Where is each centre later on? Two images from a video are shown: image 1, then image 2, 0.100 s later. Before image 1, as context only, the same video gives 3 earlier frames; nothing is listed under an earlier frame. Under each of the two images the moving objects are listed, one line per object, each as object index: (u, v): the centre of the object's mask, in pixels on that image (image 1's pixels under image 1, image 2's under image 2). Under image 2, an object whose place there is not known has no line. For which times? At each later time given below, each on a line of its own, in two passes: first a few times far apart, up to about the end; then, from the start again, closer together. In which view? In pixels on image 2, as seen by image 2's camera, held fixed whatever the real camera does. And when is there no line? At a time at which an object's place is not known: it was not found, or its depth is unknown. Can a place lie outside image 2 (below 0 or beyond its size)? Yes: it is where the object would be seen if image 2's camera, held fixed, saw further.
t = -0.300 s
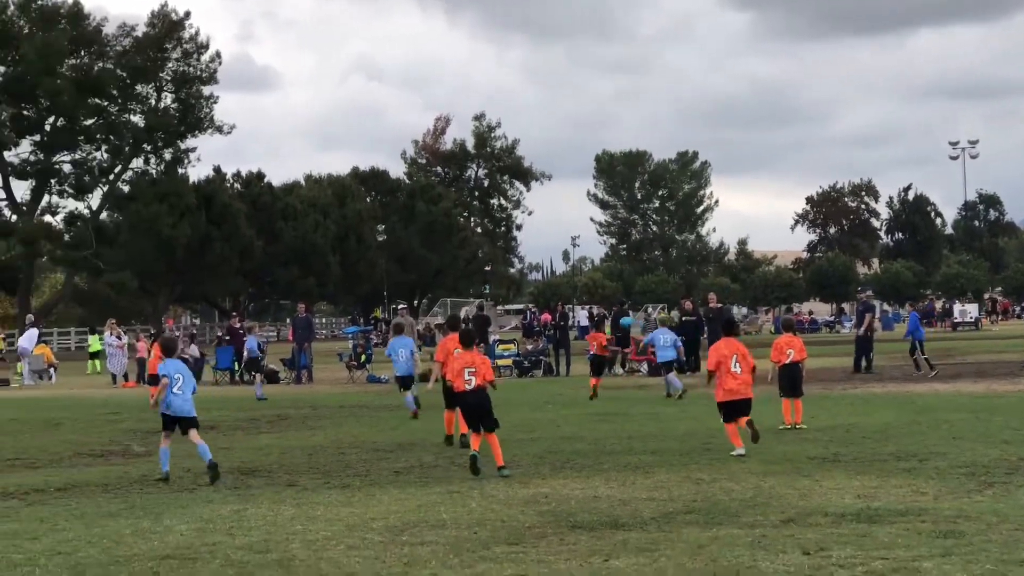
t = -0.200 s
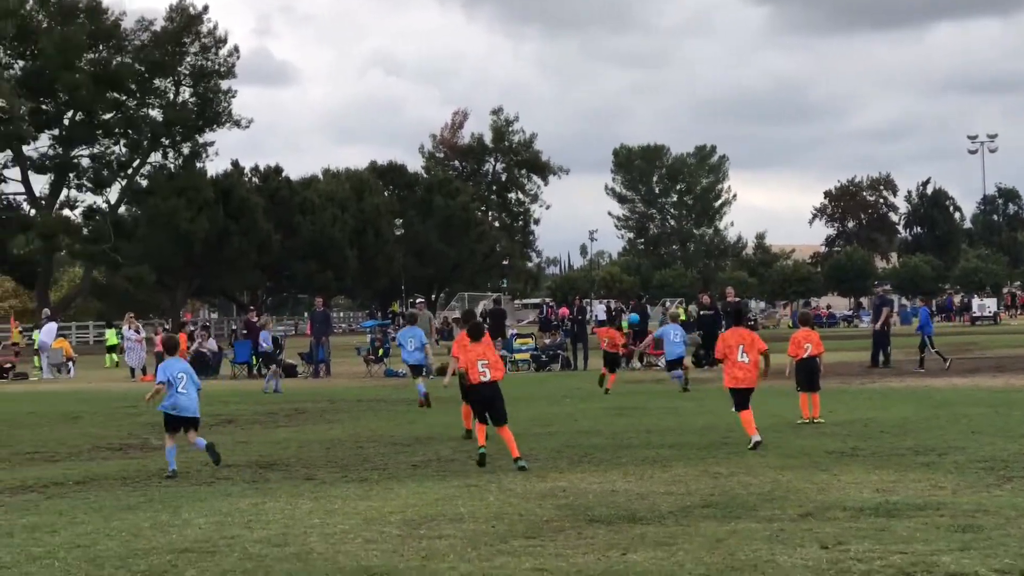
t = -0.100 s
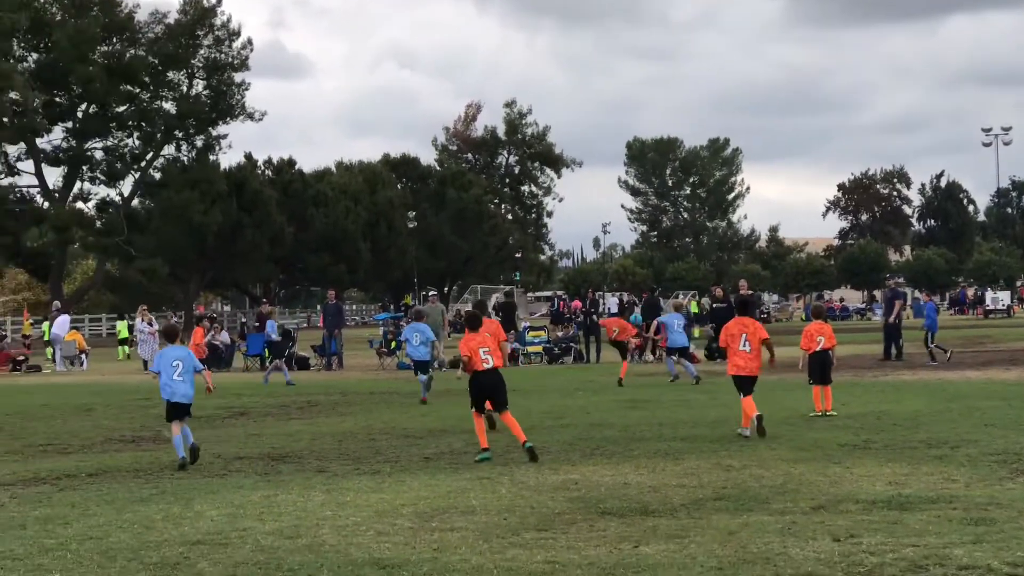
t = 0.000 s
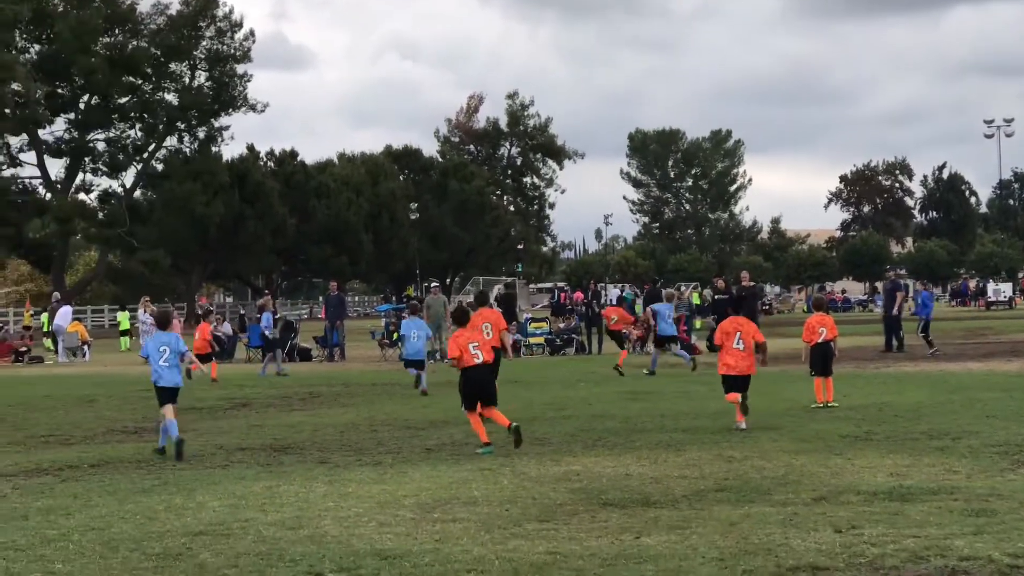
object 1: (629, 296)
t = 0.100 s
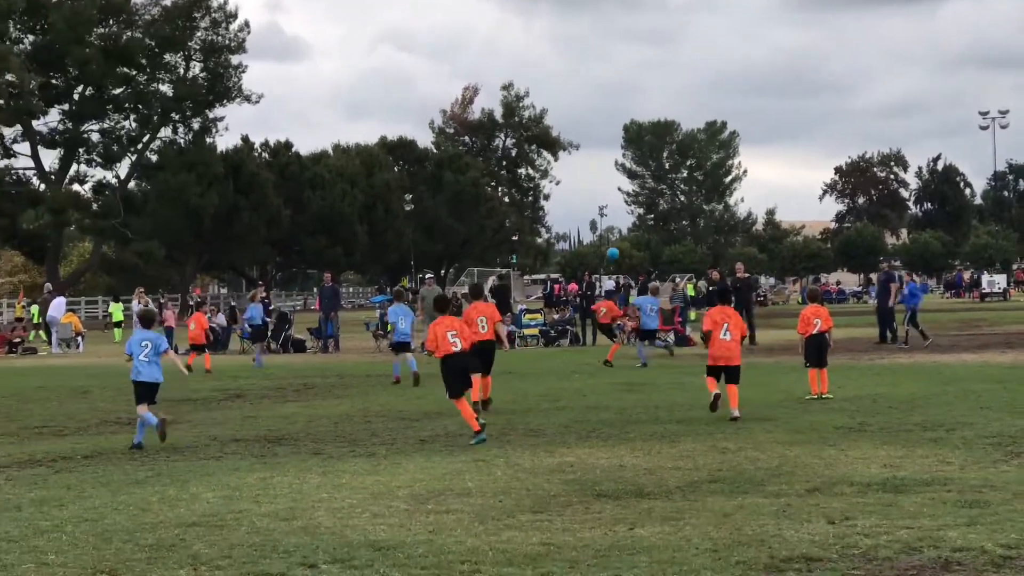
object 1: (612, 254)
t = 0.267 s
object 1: (598, 210)
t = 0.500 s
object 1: (575, 175)
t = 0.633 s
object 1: (563, 170)
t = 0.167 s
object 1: (608, 234)
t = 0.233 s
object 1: (601, 219)
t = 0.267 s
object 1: (598, 210)
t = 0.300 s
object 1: (594, 203)
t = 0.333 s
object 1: (591, 197)
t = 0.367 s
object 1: (588, 191)
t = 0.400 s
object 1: (585, 186)
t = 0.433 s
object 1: (582, 182)
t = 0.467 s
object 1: (579, 178)
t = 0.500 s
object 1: (575, 175)
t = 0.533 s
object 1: (572, 173)
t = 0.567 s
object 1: (569, 171)
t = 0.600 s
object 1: (566, 170)
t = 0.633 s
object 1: (563, 170)
